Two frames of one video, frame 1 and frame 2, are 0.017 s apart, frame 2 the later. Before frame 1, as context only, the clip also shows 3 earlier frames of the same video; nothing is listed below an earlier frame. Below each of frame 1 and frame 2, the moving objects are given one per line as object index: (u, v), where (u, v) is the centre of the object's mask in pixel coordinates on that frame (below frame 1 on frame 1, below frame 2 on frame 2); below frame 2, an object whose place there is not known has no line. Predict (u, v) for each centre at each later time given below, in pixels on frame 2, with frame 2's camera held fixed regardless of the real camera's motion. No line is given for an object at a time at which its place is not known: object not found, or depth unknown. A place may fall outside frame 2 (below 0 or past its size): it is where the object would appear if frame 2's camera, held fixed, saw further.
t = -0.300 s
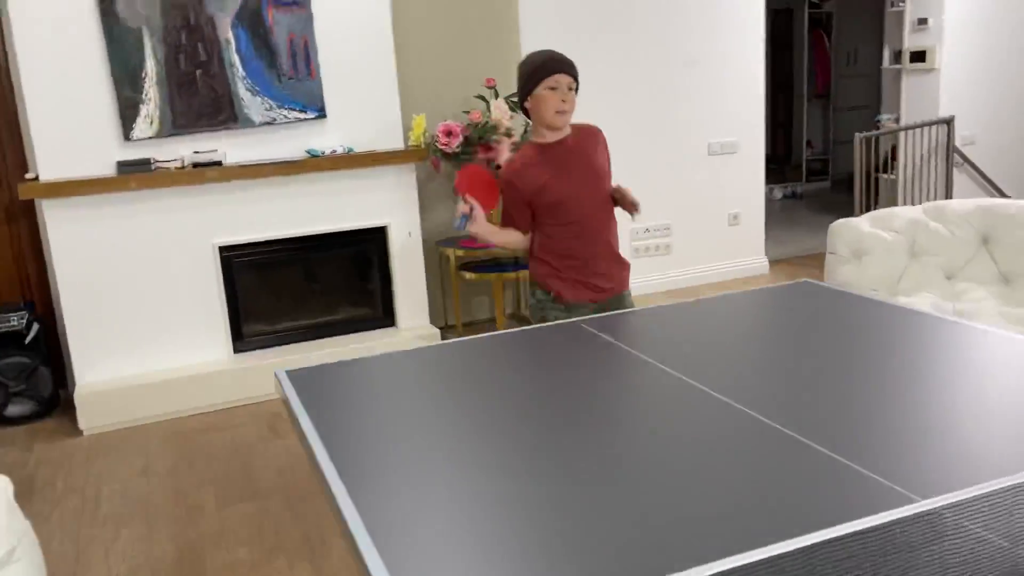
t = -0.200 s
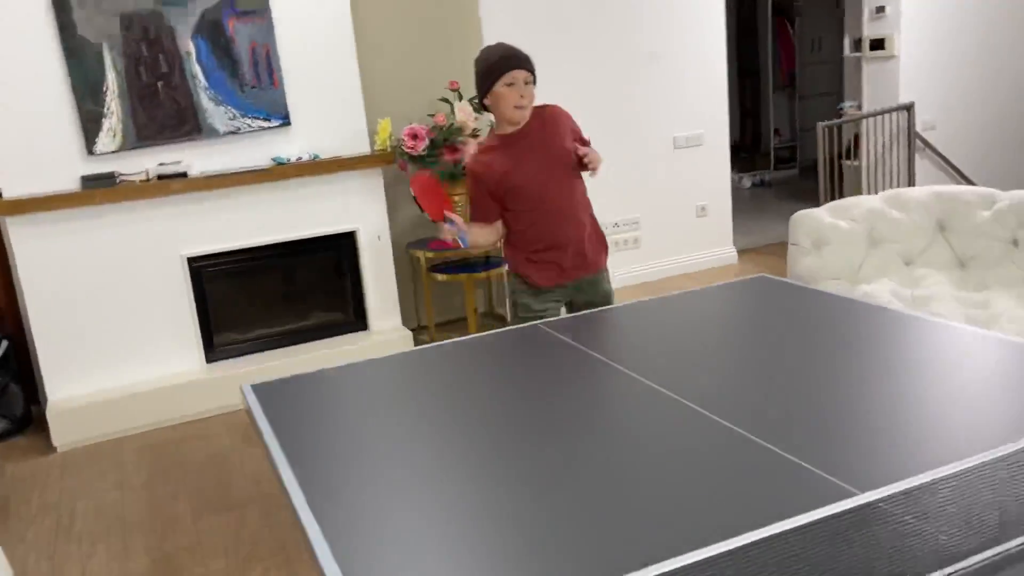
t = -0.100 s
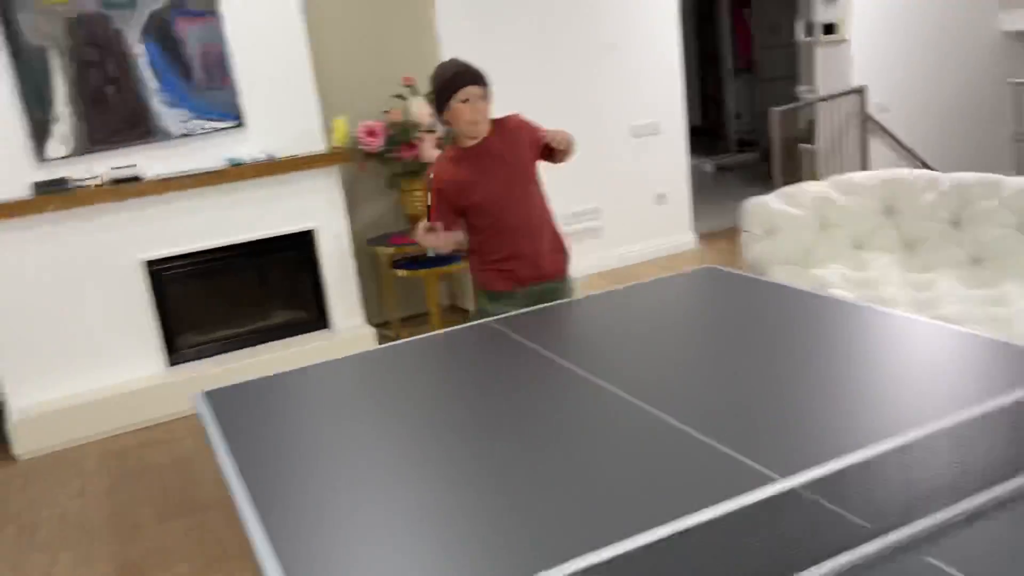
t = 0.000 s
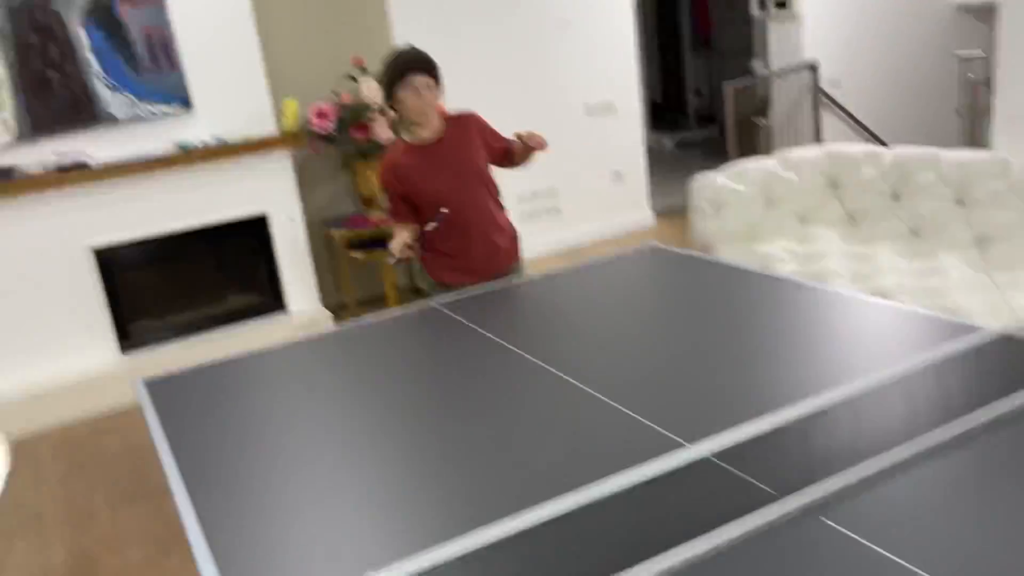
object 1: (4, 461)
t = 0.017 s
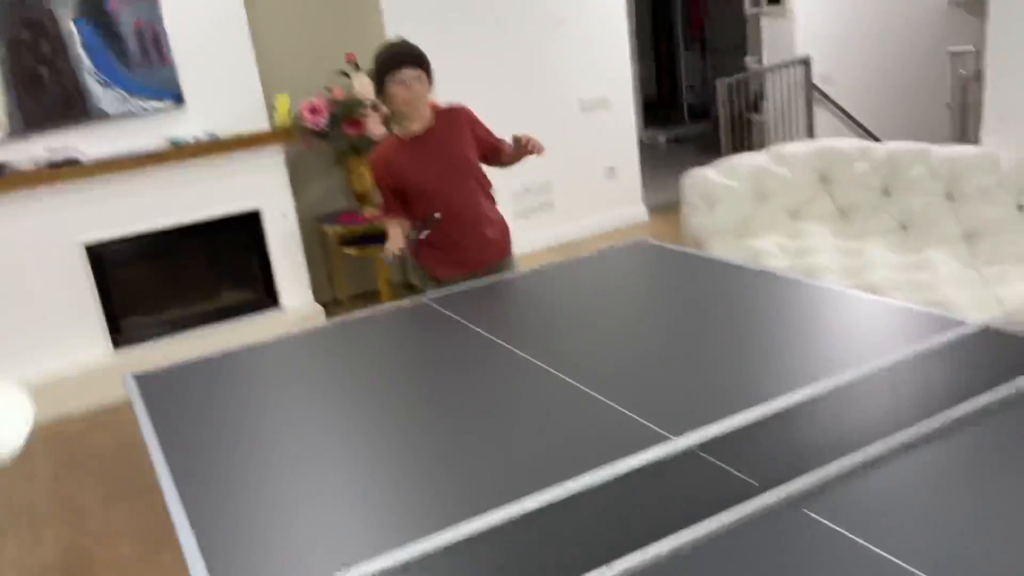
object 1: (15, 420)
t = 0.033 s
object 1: (35, 386)
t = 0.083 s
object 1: (114, 322)
